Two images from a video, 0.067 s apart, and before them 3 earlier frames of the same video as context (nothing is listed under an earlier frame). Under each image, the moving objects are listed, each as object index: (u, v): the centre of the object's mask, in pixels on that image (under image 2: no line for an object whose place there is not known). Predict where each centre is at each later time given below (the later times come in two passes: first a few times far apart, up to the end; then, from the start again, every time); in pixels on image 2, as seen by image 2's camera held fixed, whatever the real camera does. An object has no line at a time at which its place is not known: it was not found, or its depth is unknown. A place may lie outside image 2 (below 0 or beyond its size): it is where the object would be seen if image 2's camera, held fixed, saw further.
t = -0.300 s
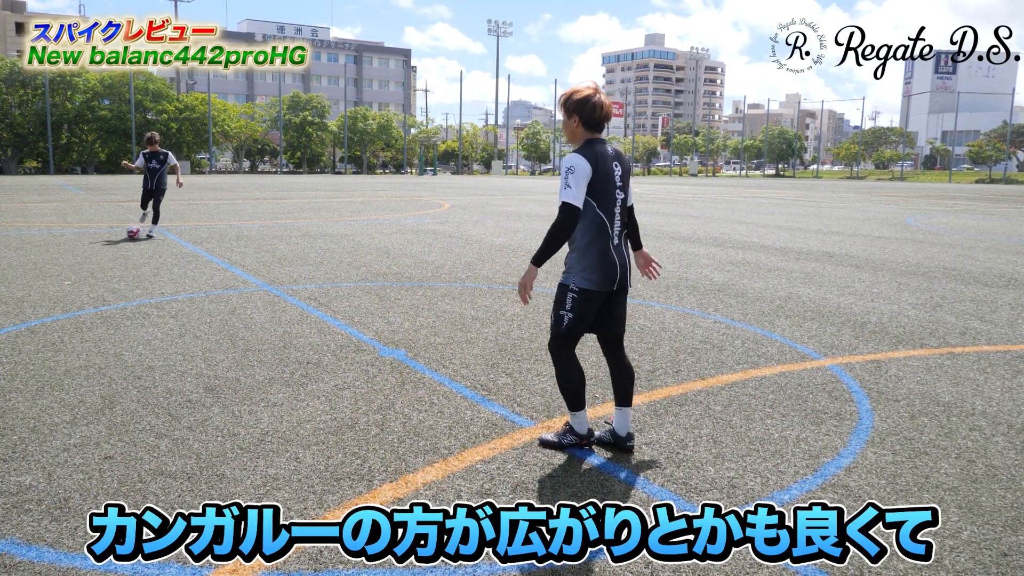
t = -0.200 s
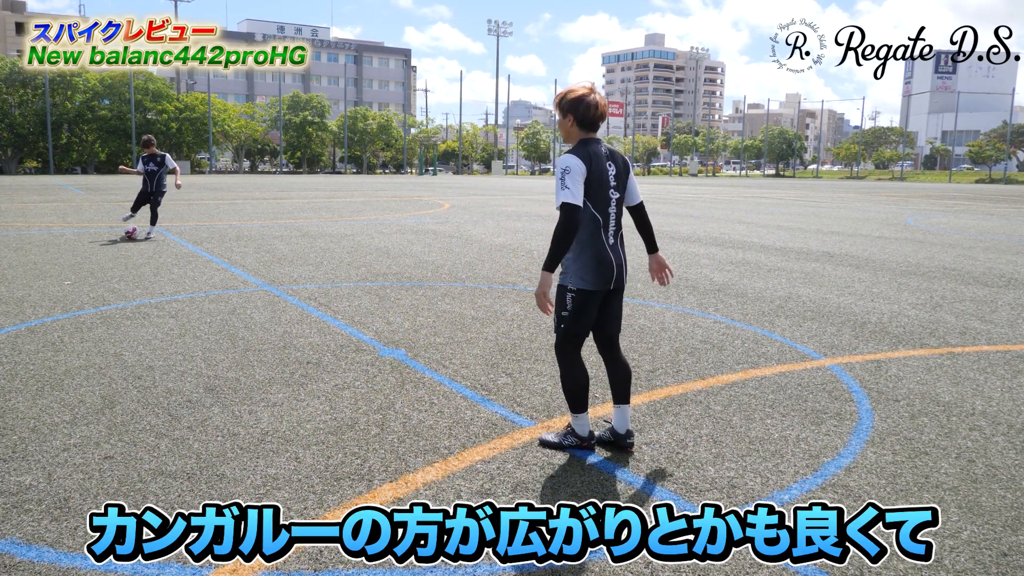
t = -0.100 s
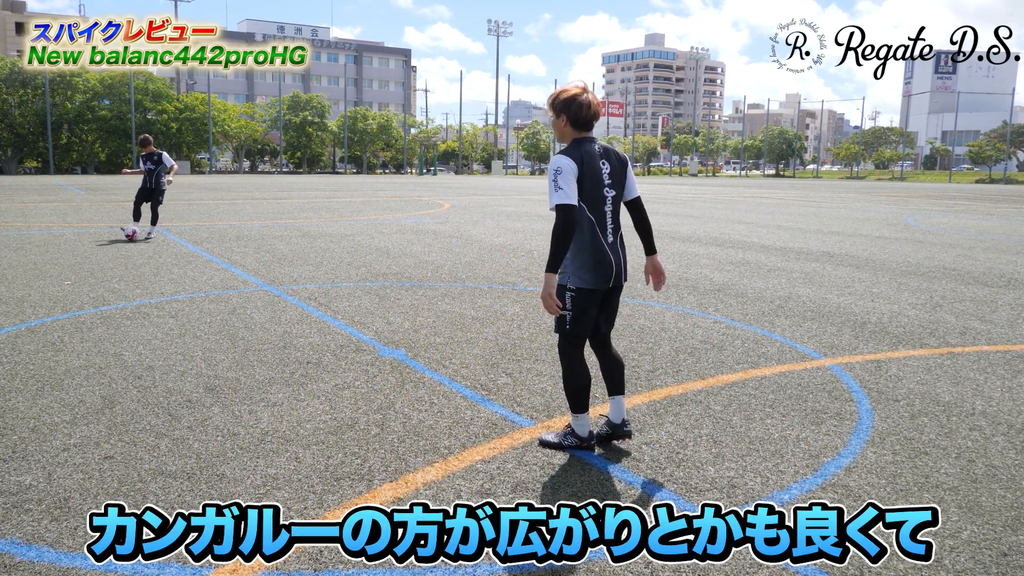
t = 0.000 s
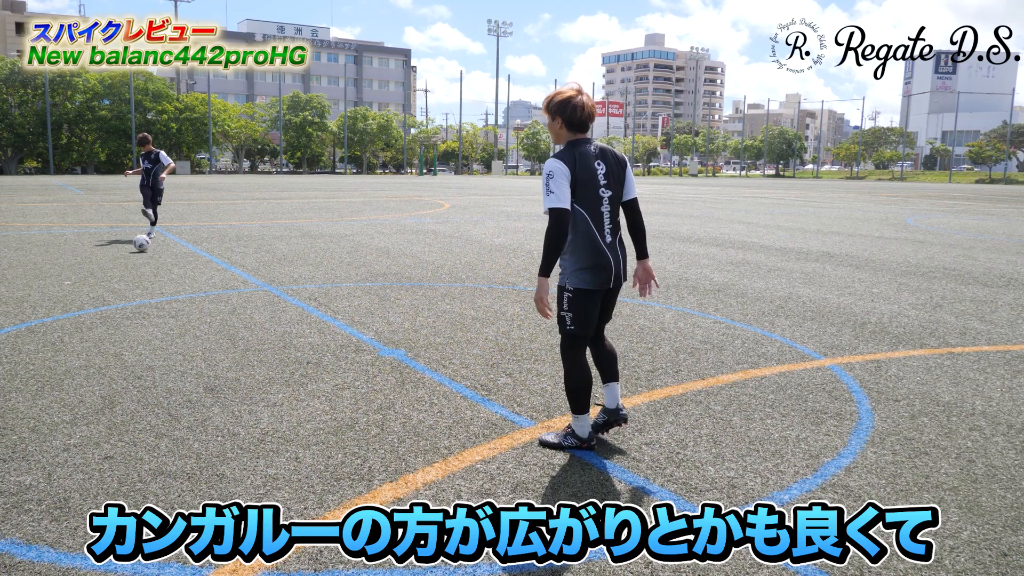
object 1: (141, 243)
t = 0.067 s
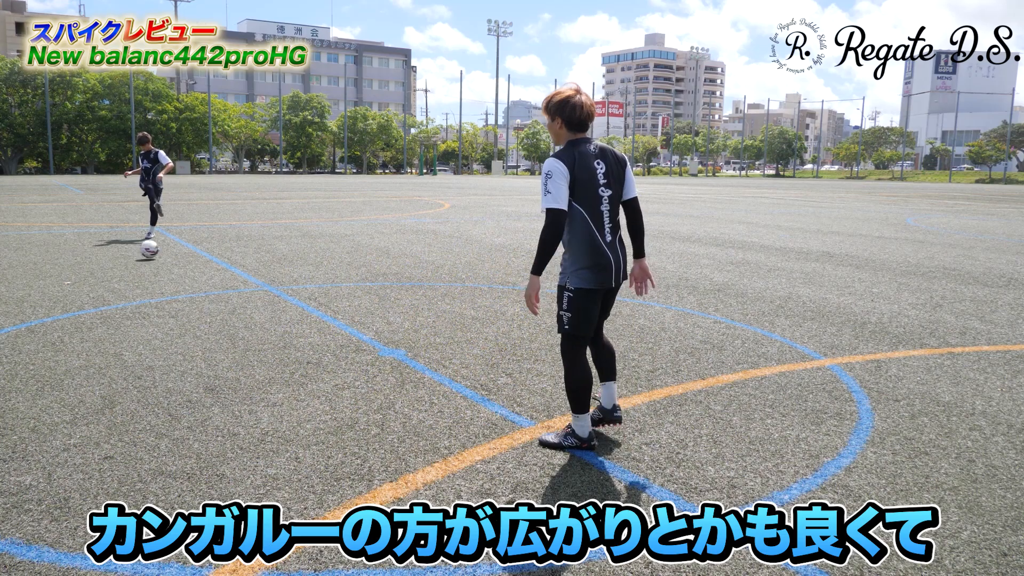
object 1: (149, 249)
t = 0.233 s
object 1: (171, 270)
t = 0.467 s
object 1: (214, 313)
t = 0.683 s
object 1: (270, 374)
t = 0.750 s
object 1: (294, 395)
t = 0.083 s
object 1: (151, 251)
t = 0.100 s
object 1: (153, 252)
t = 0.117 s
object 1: (155, 254)
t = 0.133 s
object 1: (157, 257)
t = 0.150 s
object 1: (160, 259)
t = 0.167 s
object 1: (162, 263)
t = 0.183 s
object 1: (164, 266)
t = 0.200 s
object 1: (167, 267)
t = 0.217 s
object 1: (169, 269)
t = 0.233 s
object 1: (171, 270)
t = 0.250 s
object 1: (174, 272)
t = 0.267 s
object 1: (176, 274)
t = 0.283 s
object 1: (179, 277)
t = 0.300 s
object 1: (182, 281)
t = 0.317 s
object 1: (185, 284)
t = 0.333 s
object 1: (187, 288)
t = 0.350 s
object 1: (191, 292)
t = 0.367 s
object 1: (193, 294)
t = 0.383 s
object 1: (196, 296)
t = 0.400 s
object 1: (200, 298)
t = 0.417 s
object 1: (202, 301)
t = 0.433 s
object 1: (206, 305)
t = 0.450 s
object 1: (209, 308)
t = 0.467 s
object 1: (214, 313)
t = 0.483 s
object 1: (217, 318)
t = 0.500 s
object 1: (221, 323)
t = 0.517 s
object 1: (225, 327)
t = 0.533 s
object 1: (229, 329)
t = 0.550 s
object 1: (233, 332)
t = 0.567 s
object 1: (237, 334)
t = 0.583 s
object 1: (240, 338)
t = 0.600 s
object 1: (246, 342)
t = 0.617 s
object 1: (249, 347)
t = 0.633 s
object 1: (255, 353)
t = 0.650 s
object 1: (259, 359)
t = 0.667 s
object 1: (265, 366)
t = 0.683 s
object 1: (270, 374)
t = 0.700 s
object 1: (276, 383)
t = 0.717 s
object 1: (283, 388)
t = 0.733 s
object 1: (288, 392)
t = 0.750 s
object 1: (294, 395)
